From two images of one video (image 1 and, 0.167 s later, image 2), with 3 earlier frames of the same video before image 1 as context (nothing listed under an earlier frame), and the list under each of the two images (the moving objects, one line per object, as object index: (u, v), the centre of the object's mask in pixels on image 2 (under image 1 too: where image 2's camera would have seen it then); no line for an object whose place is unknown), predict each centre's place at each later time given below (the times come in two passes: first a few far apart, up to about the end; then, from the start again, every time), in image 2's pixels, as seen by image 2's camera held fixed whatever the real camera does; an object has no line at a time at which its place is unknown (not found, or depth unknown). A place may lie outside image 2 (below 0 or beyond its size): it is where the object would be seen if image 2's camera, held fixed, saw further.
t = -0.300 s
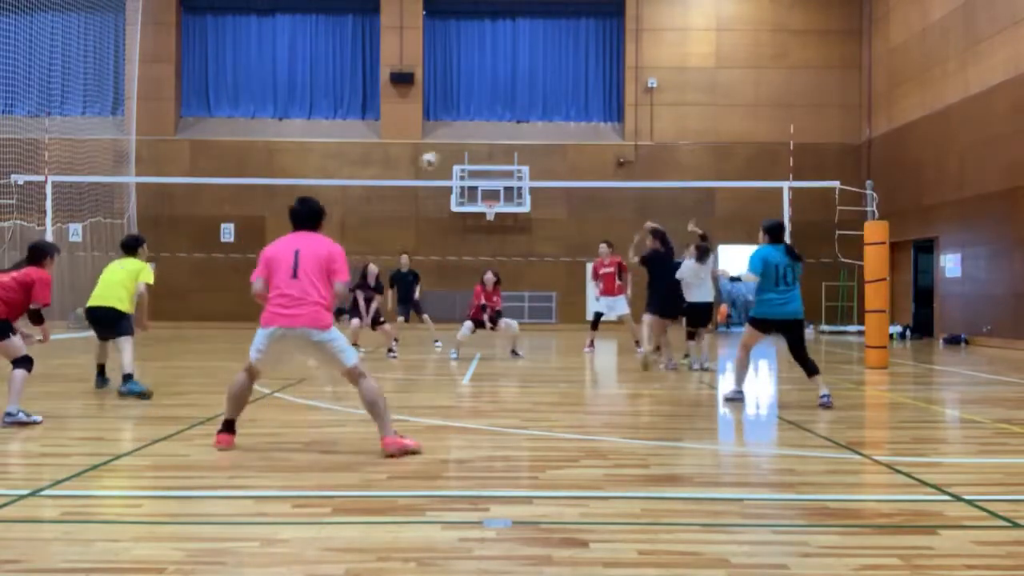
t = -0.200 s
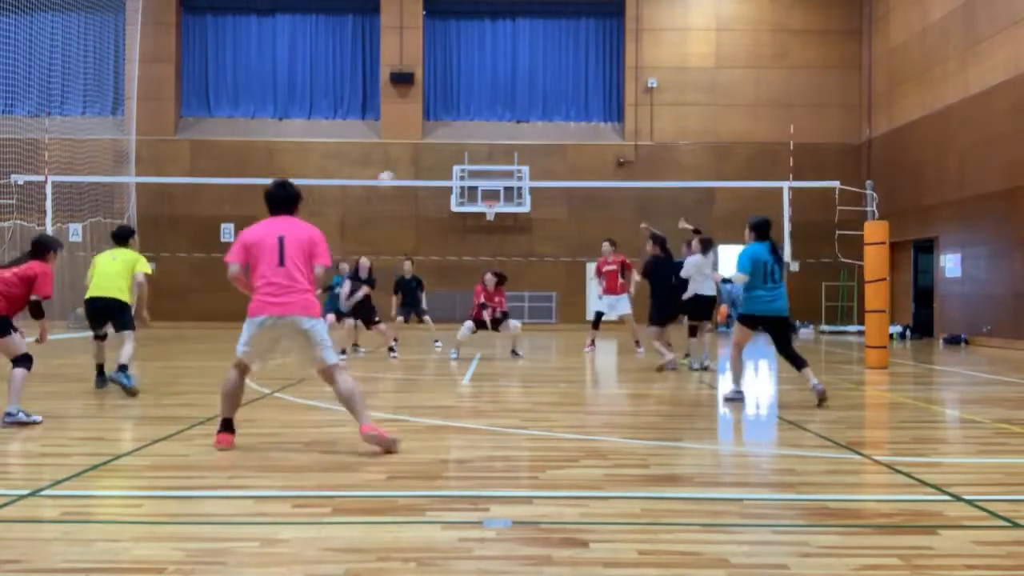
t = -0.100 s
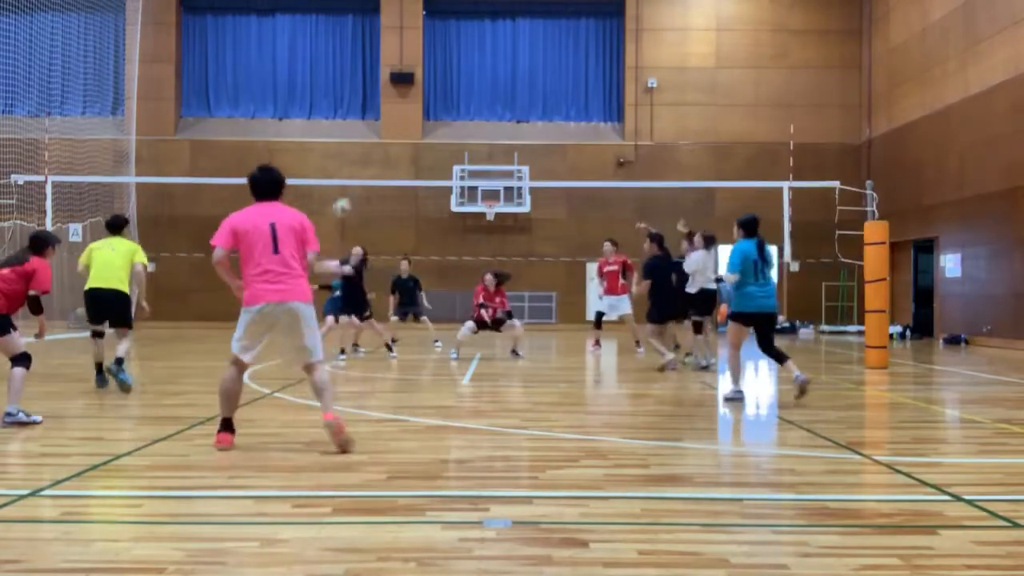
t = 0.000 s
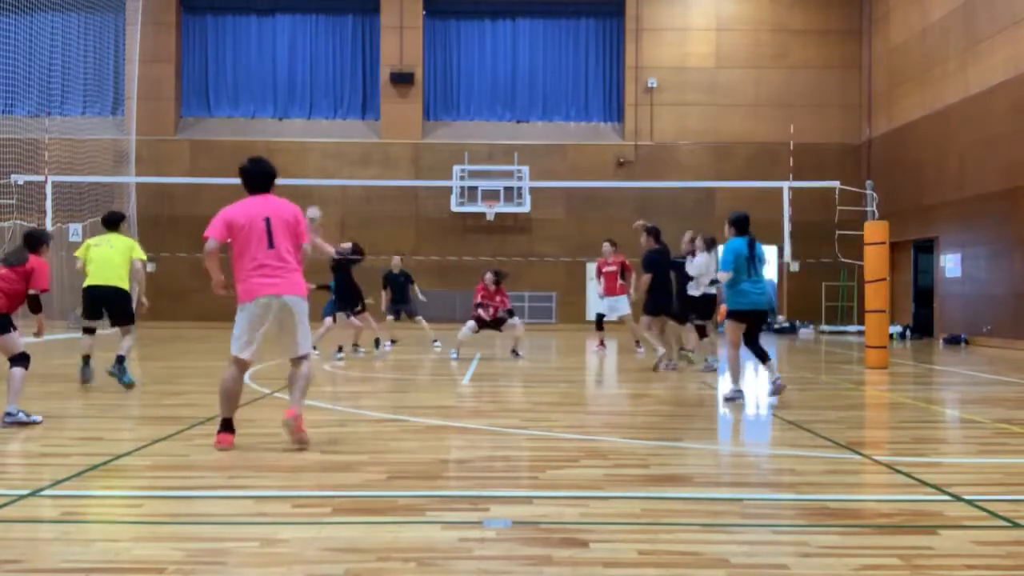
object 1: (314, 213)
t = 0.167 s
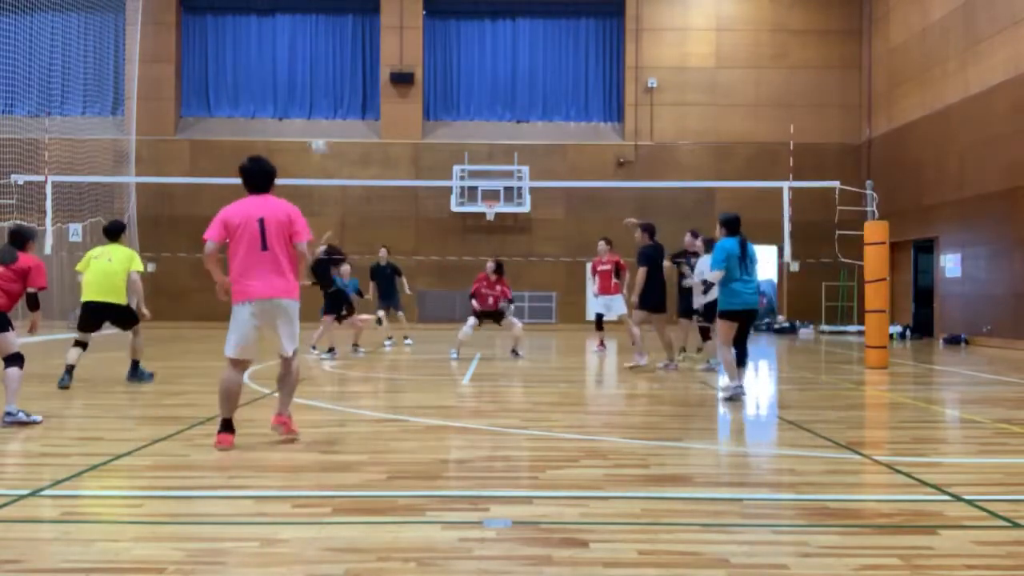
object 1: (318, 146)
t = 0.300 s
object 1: (323, 108)
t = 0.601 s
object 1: (333, 71)
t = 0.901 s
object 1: (342, 101)
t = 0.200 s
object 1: (319, 135)
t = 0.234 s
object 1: (321, 126)
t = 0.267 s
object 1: (322, 115)
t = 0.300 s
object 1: (323, 108)
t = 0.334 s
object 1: (324, 101)
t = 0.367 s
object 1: (325, 94)
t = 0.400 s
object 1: (326, 88)
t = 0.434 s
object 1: (328, 83)
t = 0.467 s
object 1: (328, 79)
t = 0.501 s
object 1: (329, 76)
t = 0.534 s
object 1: (330, 73)
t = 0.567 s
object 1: (331, 71)
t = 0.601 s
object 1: (333, 71)
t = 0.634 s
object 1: (334, 70)
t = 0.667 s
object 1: (335, 72)
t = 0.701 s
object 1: (336, 73)
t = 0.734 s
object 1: (337, 76)
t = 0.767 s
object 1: (338, 79)
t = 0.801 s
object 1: (339, 83)
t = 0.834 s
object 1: (339, 89)
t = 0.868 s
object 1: (340, 95)
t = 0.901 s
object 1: (342, 101)
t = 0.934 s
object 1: (343, 109)
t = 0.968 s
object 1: (344, 115)
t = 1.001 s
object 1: (344, 124)
